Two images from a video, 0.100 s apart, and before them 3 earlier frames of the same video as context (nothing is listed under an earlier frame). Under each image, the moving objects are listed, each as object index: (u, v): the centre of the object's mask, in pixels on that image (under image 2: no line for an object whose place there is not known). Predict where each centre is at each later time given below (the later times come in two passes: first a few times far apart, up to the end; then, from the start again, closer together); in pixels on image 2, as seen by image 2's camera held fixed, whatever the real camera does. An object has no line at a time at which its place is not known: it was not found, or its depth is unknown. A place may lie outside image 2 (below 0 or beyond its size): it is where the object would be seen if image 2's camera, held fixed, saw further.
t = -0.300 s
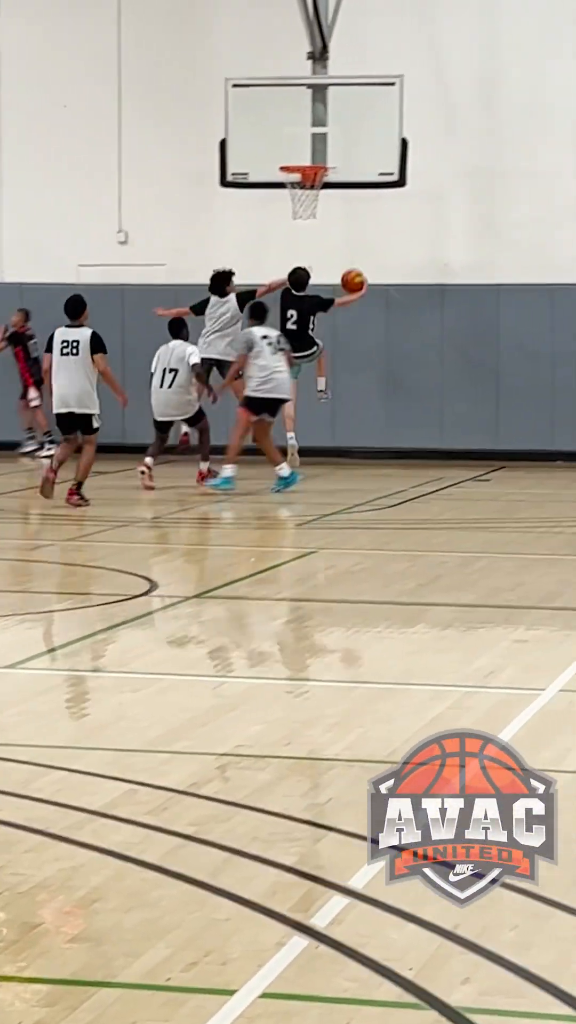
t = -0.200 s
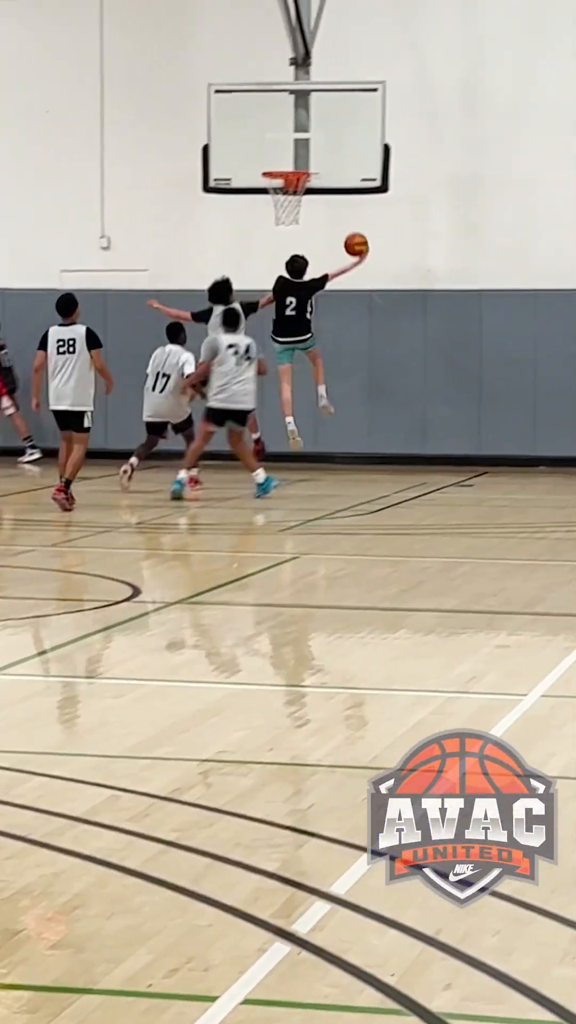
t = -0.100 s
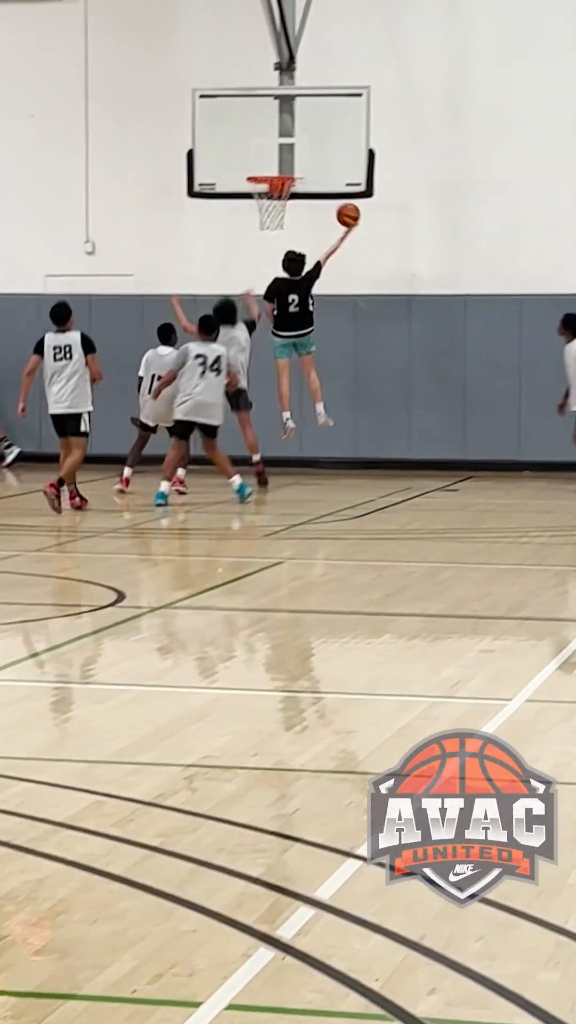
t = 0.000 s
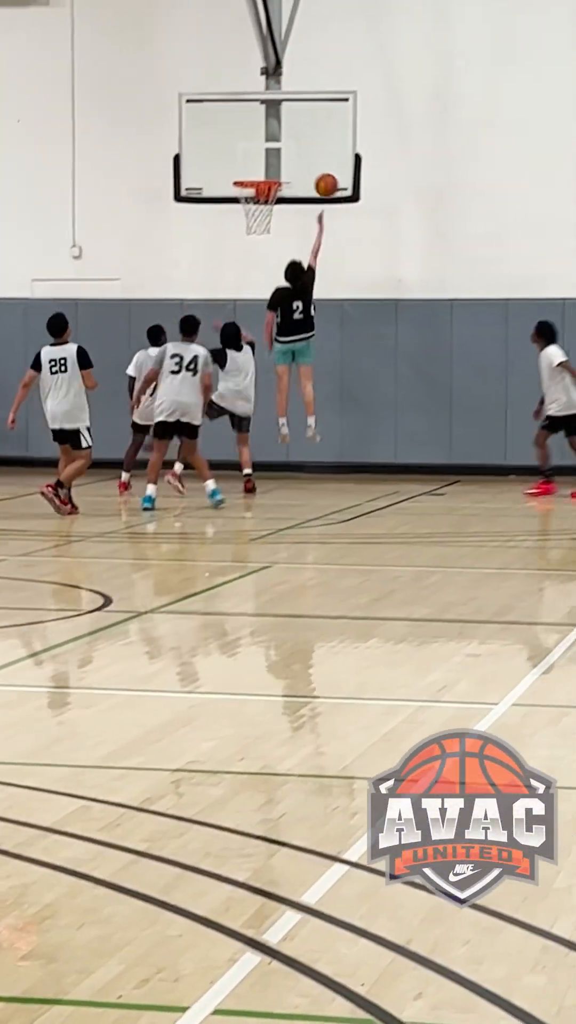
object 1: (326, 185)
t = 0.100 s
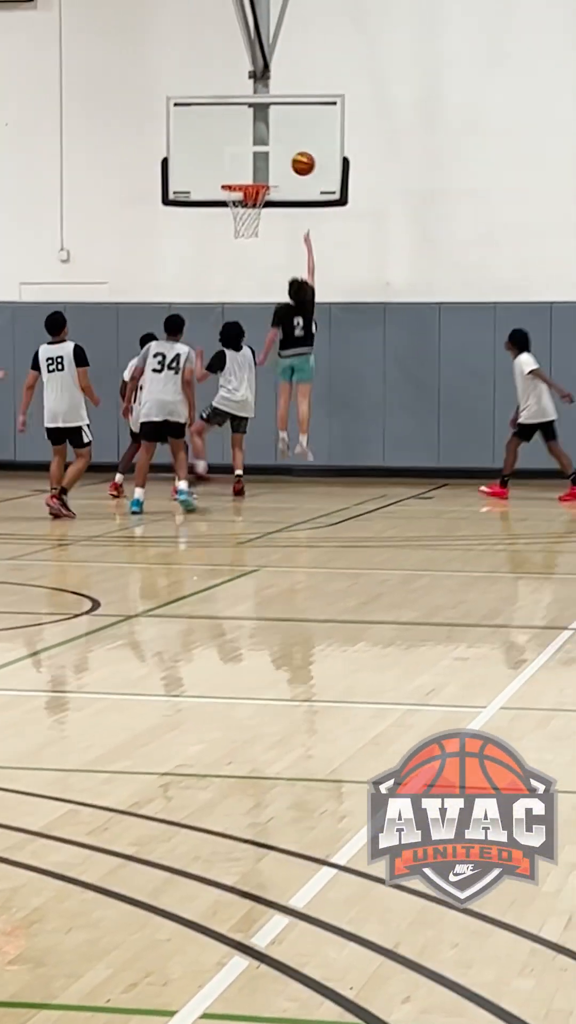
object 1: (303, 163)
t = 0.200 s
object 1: (292, 150)
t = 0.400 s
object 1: (271, 147)
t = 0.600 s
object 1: (251, 178)
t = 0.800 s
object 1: (239, 186)
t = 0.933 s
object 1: (243, 220)
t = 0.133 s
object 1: (299, 159)
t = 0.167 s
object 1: (296, 154)
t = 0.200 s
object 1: (292, 150)
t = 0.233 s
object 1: (288, 148)
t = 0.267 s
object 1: (285, 146)
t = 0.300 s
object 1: (282, 145)
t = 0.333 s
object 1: (278, 145)
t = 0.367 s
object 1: (274, 145)
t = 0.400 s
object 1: (271, 147)
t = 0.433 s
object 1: (267, 150)
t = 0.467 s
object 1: (265, 154)
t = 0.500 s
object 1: (262, 159)
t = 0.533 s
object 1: (259, 166)
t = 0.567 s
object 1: (255, 172)
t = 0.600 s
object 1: (251, 178)
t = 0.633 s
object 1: (248, 178)
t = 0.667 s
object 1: (246, 179)
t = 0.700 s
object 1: (243, 180)
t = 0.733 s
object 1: (241, 182)
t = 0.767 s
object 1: (238, 184)
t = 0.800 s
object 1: (239, 186)
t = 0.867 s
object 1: (238, 206)
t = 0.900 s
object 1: (240, 212)
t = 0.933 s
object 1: (243, 220)
